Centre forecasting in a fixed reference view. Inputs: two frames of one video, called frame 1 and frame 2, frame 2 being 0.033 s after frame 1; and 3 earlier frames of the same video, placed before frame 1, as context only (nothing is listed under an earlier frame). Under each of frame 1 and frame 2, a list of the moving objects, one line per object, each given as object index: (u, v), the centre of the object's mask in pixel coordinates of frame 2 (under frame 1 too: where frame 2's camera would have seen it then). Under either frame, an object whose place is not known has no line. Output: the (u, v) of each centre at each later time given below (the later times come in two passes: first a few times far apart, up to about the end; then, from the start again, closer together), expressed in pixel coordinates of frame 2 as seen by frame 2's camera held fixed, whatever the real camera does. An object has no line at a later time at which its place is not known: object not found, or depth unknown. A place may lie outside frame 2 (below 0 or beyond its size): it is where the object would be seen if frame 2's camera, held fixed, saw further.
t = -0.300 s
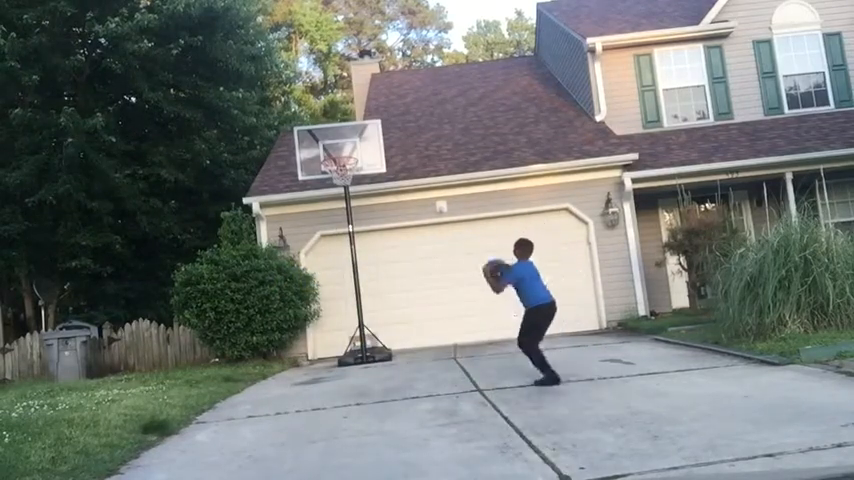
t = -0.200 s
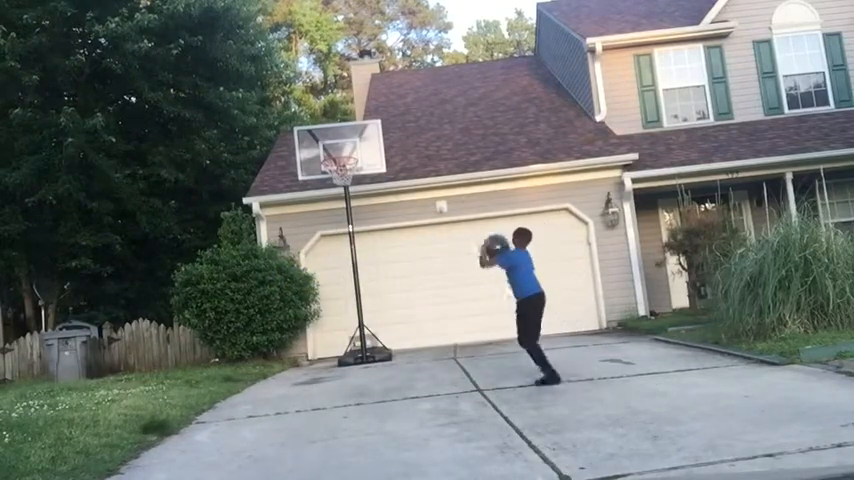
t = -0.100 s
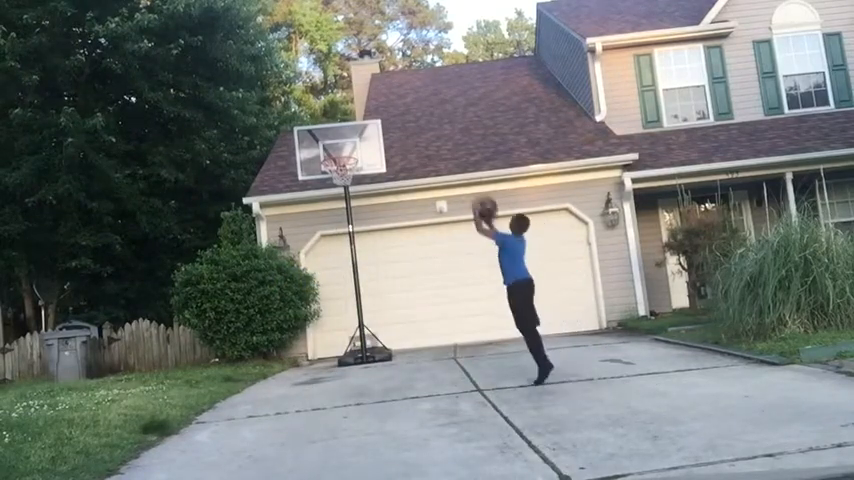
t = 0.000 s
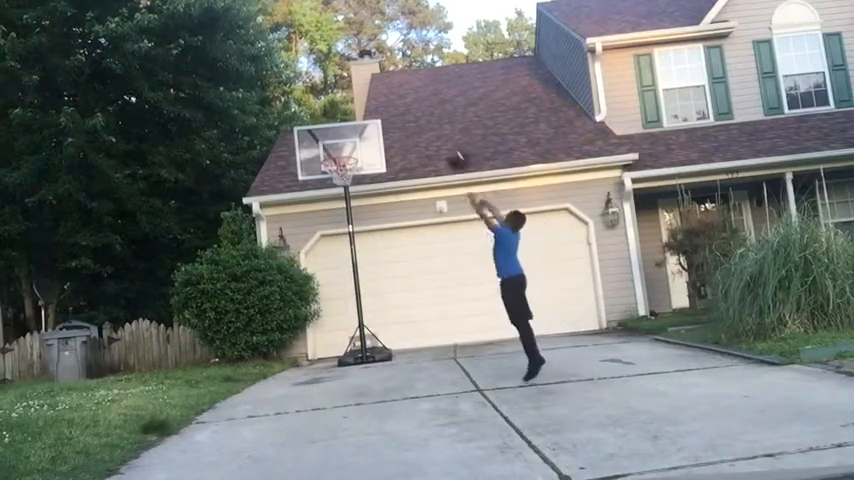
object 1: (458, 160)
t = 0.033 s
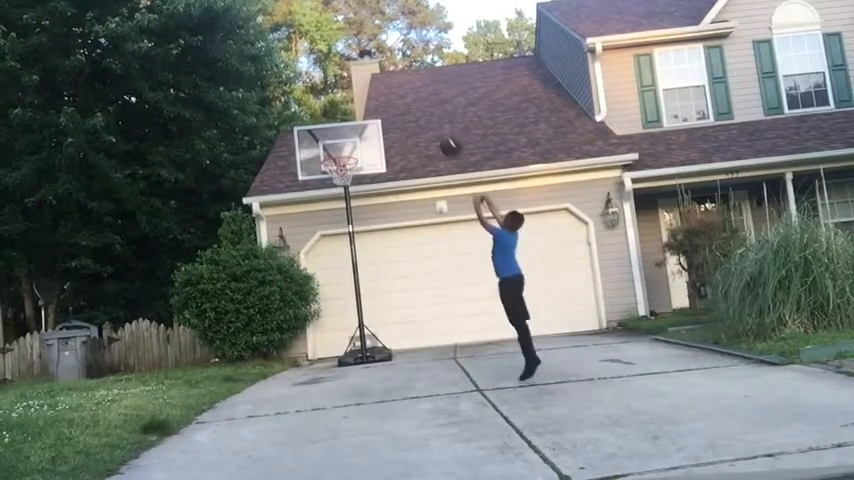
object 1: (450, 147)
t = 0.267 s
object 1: (406, 88)
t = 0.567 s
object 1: (368, 90)
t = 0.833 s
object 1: (347, 144)
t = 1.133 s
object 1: (337, 146)
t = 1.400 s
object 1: (340, 179)
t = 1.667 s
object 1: (339, 188)
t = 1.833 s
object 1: (339, 213)
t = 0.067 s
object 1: (444, 134)
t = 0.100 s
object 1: (436, 124)
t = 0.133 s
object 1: (430, 114)
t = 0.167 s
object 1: (423, 106)
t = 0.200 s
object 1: (417, 99)
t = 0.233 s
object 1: (412, 93)
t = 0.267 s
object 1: (406, 88)
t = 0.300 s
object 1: (400, 86)
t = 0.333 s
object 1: (396, 81)
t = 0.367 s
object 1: (391, 81)
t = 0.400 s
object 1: (387, 80)
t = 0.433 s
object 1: (383, 80)
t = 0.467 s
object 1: (379, 82)
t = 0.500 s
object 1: (375, 83)
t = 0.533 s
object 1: (372, 86)
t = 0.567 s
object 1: (368, 90)
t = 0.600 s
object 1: (365, 94)
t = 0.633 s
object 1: (361, 99)
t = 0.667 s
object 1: (360, 105)
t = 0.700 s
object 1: (358, 110)
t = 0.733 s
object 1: (355, 119)
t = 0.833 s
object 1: (347, 144)
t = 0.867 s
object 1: (344, 150)
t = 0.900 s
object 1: (343, 155)
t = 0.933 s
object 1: (342, 151)
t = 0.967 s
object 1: (341, 149)
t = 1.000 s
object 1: (340, 147)
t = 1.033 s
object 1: (339, 146)
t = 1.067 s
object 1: (339, 146)
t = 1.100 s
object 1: (338, 145)
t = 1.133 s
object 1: (337, 146)
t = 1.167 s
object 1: (337, 147)
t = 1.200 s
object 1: (337, 149)
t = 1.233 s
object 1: (335, 150)
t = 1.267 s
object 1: (336, 154)
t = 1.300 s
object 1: (338, 160)
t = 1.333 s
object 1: (339, 164)
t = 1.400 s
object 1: (340, 179)
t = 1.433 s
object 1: (341, 180)
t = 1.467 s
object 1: (342, 182)
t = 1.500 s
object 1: (342, 182)
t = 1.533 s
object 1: (342, 182)
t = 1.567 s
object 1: (341, 180)
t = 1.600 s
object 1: (340, 184)
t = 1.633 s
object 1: (340, 185)
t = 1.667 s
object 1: (339, 188)
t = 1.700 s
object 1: (339, 190)
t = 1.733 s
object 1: (337, 194)
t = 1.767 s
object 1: (337, 200)
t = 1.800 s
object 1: (338, 206)
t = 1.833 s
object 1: (339, 213)
